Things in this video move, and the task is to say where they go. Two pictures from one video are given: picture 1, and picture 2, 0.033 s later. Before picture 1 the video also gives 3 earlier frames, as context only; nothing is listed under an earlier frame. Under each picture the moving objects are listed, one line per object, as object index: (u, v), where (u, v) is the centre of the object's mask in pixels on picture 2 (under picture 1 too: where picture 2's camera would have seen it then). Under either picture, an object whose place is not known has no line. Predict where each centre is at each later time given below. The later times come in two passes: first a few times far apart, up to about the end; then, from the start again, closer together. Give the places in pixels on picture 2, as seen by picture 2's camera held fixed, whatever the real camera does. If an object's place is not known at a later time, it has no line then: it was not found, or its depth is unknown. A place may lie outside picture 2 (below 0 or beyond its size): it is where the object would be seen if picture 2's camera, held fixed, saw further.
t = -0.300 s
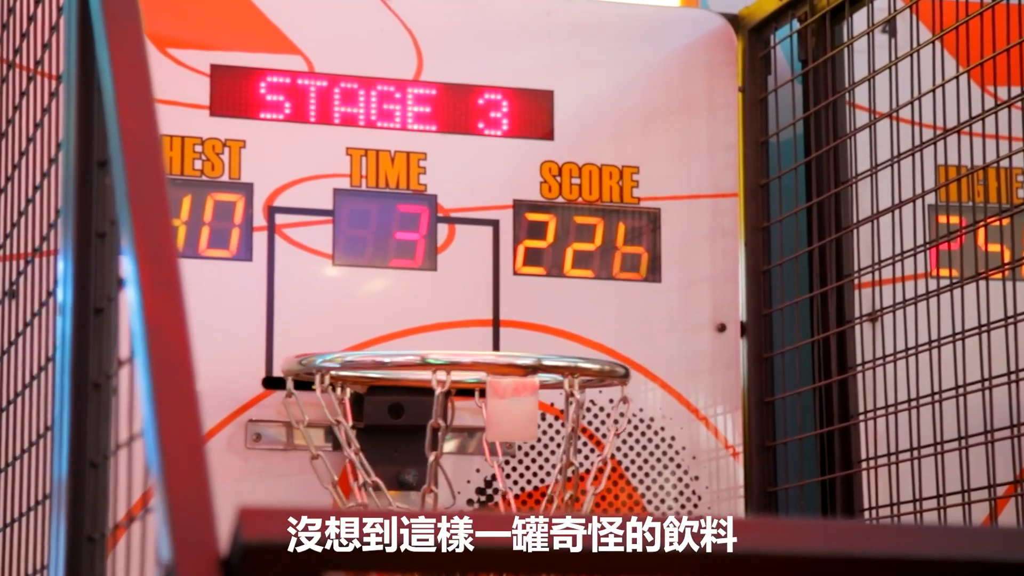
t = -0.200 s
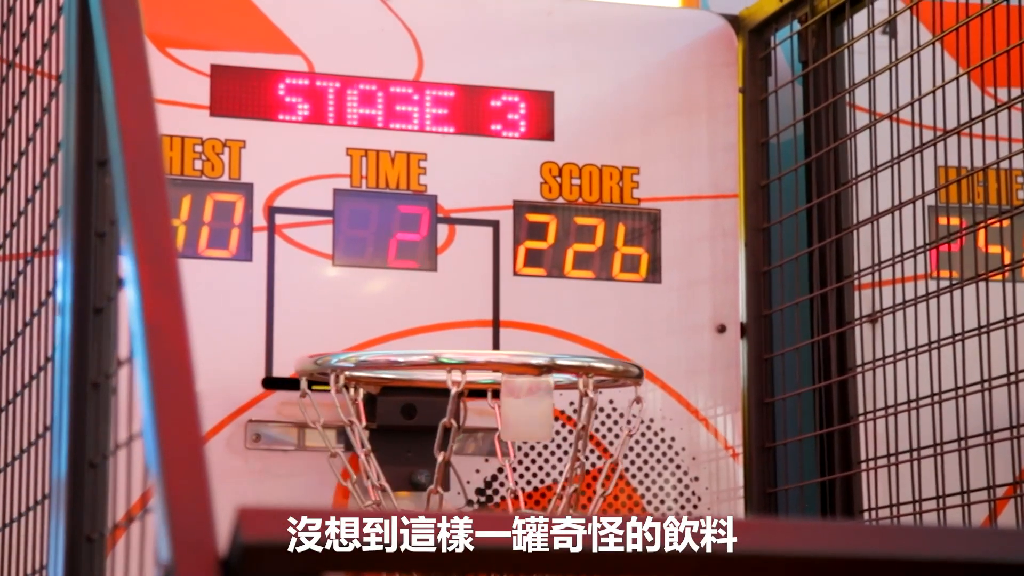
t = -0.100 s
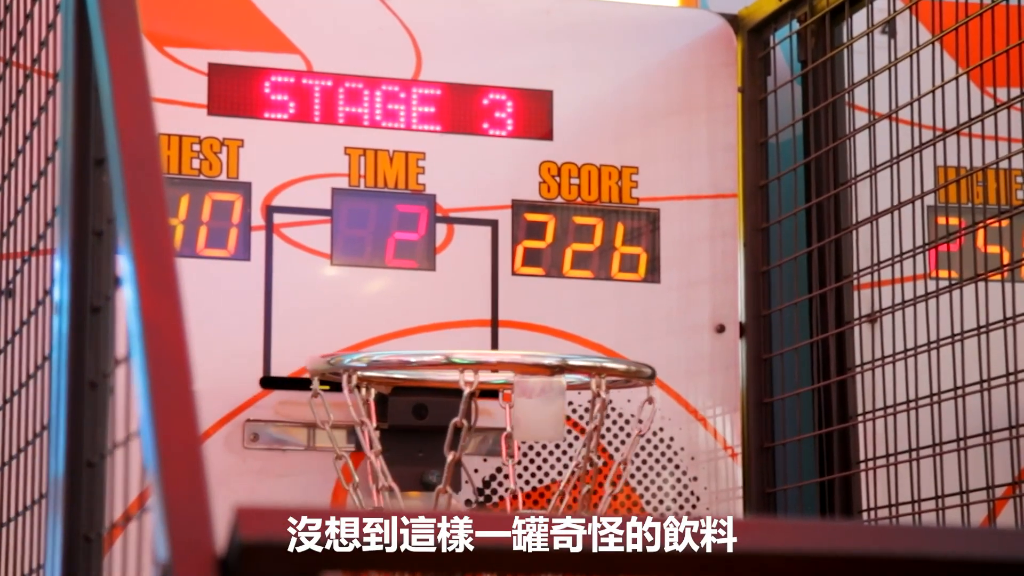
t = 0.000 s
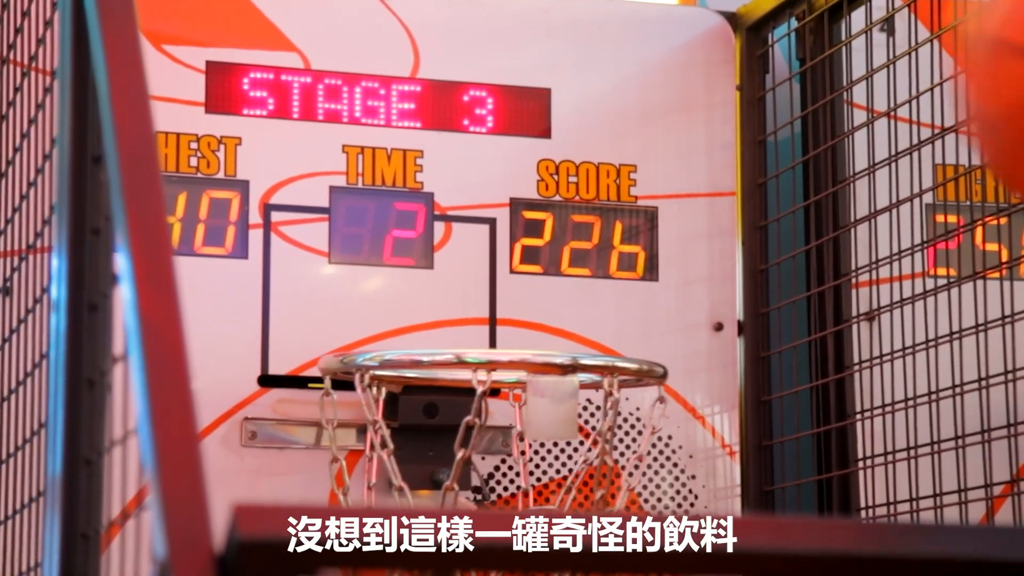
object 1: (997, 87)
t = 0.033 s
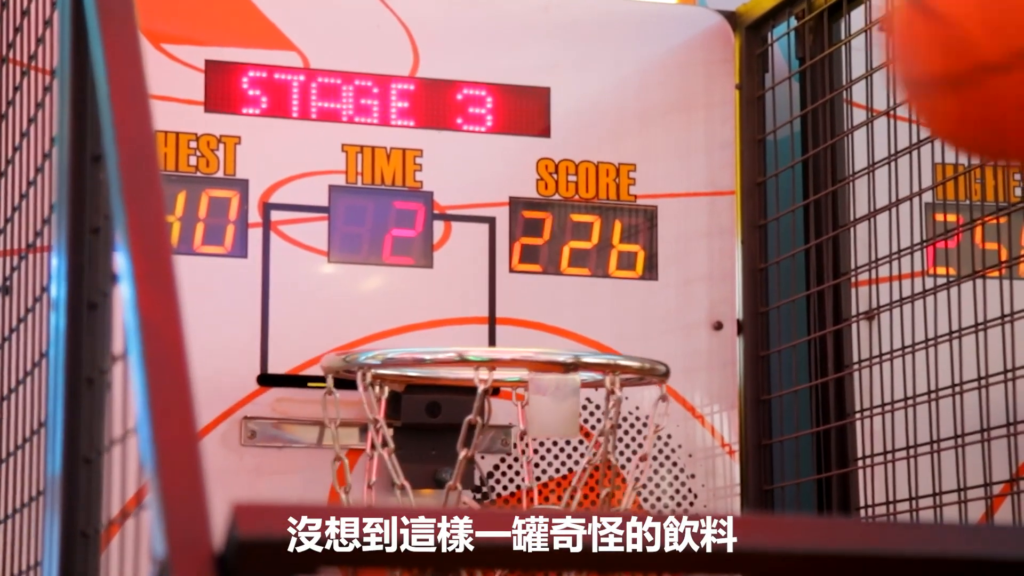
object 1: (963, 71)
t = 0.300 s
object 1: (599, 144)
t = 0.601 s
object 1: (474, 291)
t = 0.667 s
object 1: (483, 344)
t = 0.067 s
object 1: (927, 57)
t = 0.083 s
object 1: (912, 53)
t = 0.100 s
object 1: (893, 48)
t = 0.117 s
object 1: (864, 47)
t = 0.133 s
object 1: (834, 47)
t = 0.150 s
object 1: (807, 49)
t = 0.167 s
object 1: (780, 53)
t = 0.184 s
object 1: (755, 57)
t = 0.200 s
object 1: (731, 63)
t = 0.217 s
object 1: (711, 69)
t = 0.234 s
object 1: (687, 77)
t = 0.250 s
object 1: (663, 87)
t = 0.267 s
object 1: (643, 100)
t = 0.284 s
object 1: (619, 119)
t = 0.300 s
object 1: (599, 144)
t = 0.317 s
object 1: (580, 171)
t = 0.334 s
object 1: (561, 203)
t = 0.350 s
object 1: (543, 235)
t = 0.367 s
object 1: (526, 270)
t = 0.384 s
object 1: (517, 276)
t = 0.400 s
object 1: (513, 269)
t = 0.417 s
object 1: (509, 263)
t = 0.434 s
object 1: (506, 257)
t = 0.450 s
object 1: (504, 252)
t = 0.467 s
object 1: (500, 250)
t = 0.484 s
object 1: (496, 249)
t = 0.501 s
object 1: (493, 251)
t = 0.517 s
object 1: (489, 256)
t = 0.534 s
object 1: (485, 262)
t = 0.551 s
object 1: (482, 269)
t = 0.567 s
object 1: (478, 276)
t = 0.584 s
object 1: (475, 284)
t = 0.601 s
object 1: (474, 291)
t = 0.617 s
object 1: (475, 313)
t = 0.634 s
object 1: (478, 320)
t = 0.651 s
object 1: (481, 331)
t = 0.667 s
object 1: (483, 344)
